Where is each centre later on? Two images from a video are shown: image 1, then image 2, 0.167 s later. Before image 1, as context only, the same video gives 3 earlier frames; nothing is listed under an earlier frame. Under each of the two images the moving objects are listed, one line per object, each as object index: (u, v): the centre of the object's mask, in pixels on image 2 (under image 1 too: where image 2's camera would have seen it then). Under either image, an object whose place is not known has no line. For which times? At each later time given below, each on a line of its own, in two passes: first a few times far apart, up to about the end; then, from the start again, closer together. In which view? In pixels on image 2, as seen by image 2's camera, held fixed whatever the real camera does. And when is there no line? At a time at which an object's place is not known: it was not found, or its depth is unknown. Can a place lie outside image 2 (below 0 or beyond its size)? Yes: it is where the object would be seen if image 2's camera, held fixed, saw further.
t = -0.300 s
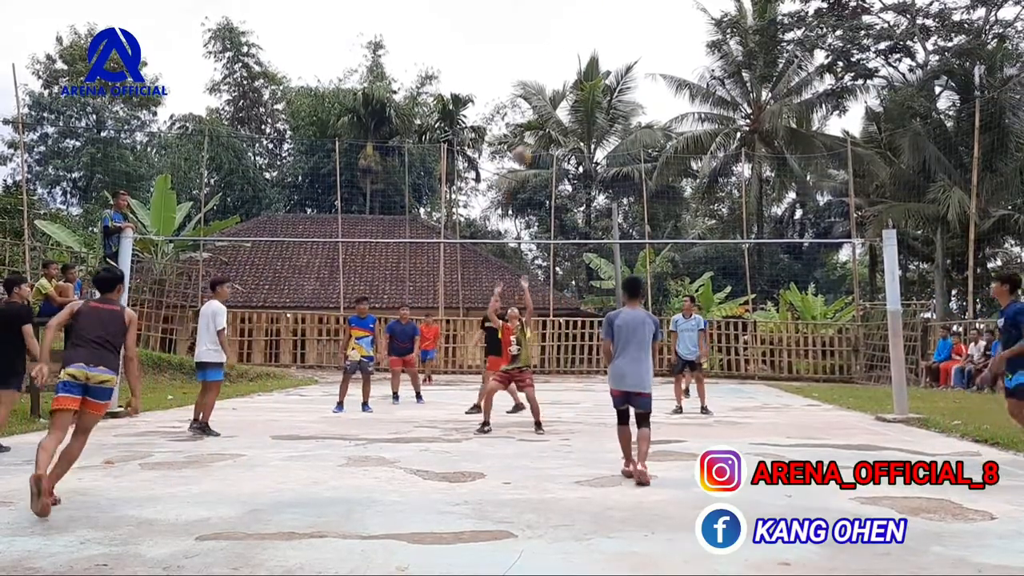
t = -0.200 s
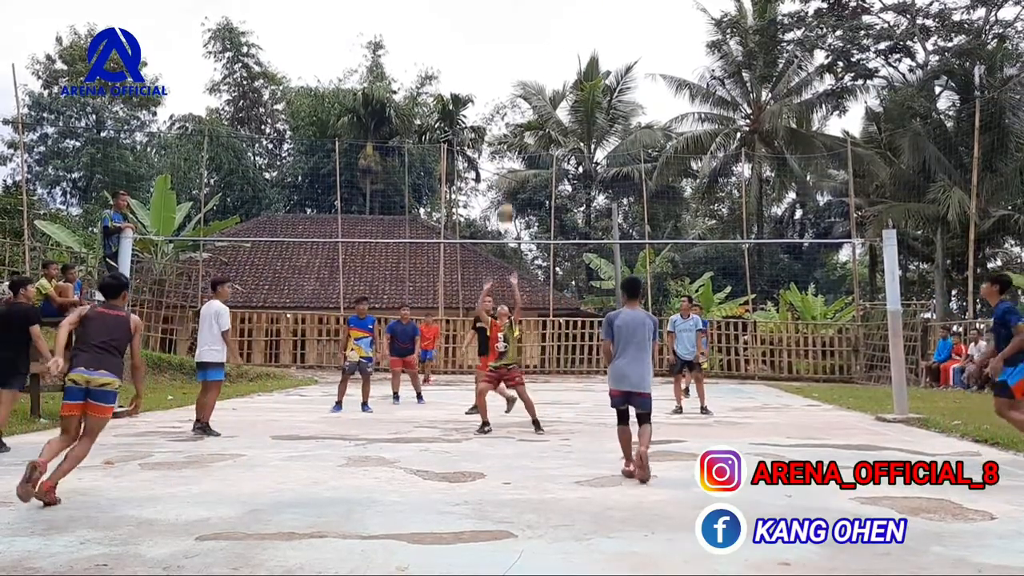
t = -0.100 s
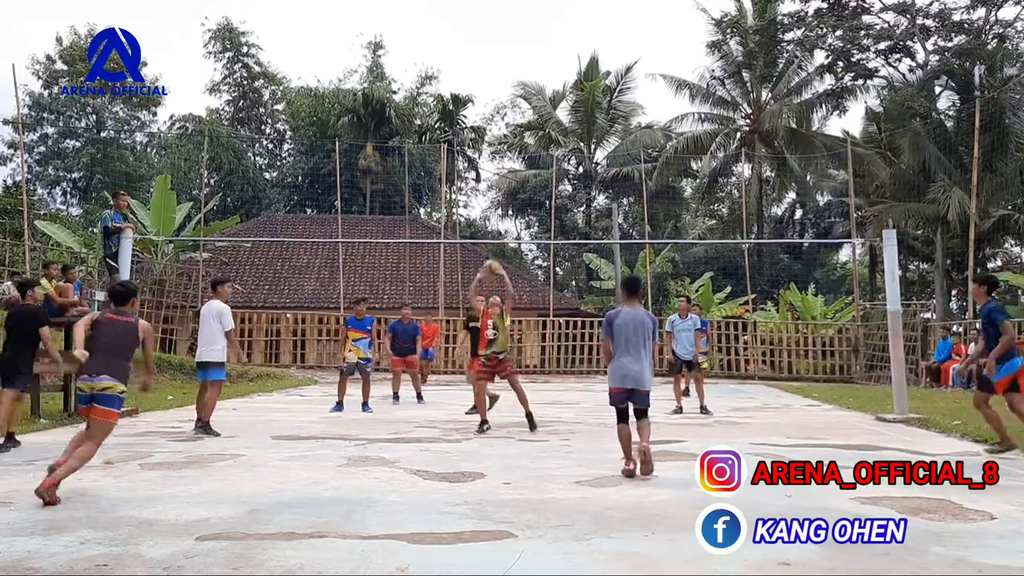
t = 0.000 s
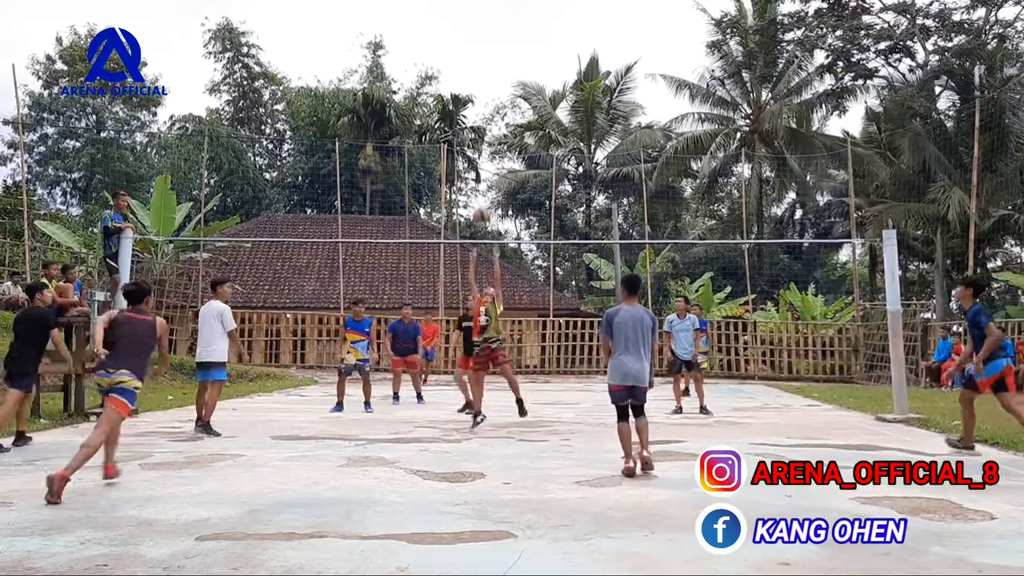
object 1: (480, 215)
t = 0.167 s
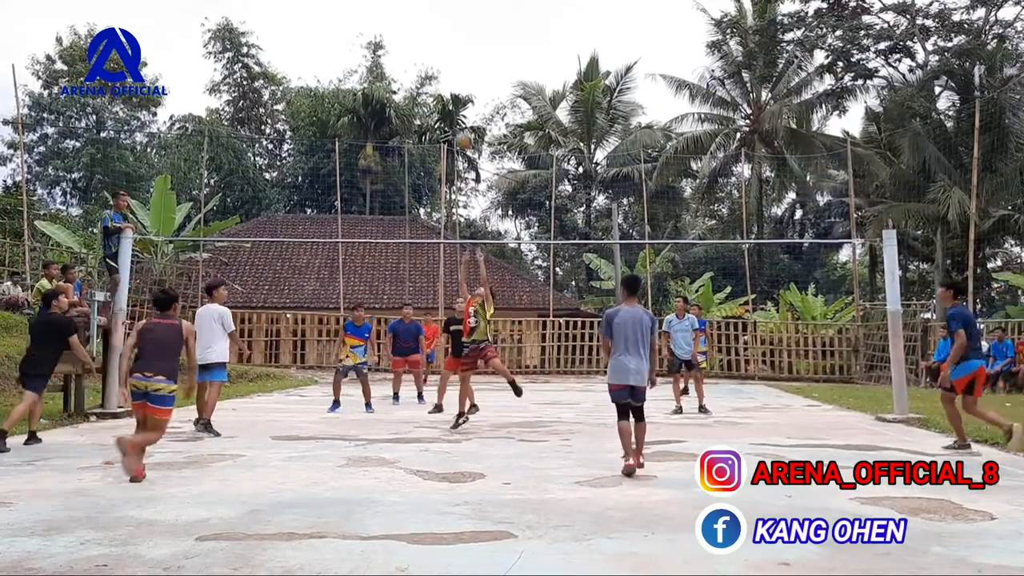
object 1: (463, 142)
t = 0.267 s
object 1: (454, 109)
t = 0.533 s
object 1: (431, 66)
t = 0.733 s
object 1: (414, 71)
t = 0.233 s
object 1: (457, 119)
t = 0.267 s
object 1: (454, 109)
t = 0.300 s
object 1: (453, 101)
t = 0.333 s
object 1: (448, 93)
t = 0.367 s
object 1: (445, 86)
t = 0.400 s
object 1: (442, 80)
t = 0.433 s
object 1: (440, 75)
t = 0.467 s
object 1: (436, 71)
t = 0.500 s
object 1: (434, 69)
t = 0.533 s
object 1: (431, 66)
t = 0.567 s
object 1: (428, 65)
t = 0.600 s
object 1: (425, 64)
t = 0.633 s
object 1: (422, 65)
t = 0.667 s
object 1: (420, 66)
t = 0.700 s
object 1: (417, 68)
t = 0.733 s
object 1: (414, 71)
